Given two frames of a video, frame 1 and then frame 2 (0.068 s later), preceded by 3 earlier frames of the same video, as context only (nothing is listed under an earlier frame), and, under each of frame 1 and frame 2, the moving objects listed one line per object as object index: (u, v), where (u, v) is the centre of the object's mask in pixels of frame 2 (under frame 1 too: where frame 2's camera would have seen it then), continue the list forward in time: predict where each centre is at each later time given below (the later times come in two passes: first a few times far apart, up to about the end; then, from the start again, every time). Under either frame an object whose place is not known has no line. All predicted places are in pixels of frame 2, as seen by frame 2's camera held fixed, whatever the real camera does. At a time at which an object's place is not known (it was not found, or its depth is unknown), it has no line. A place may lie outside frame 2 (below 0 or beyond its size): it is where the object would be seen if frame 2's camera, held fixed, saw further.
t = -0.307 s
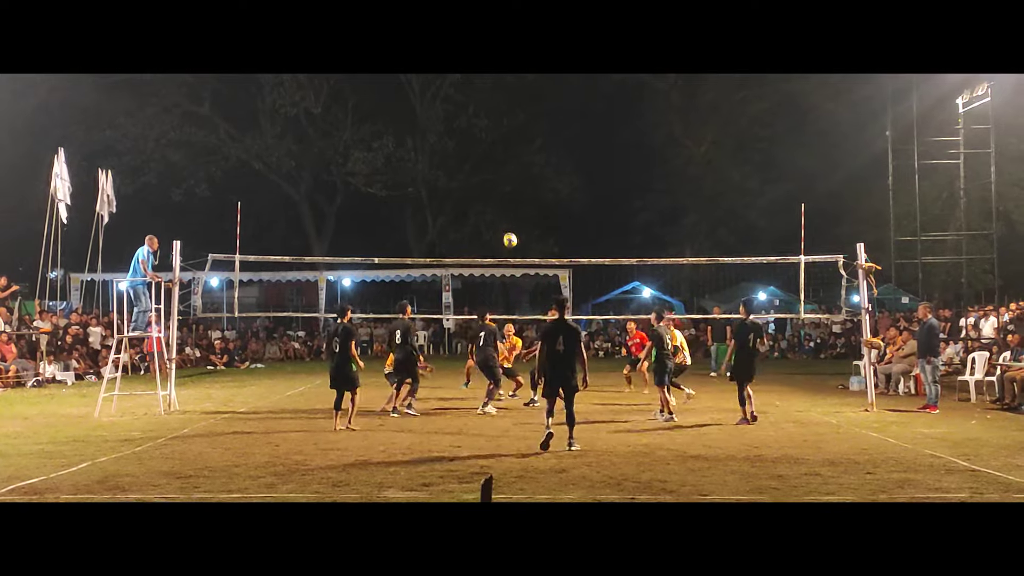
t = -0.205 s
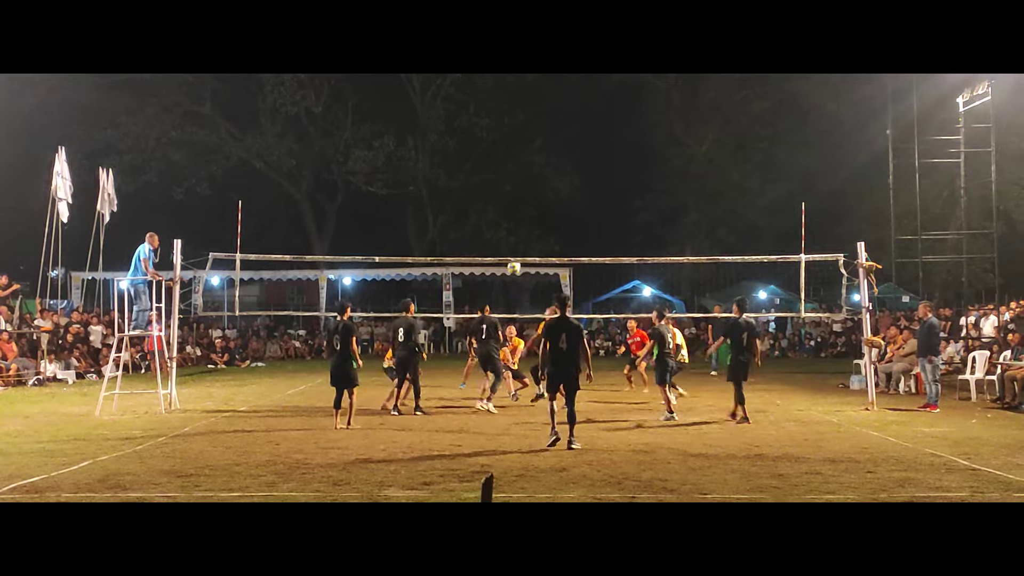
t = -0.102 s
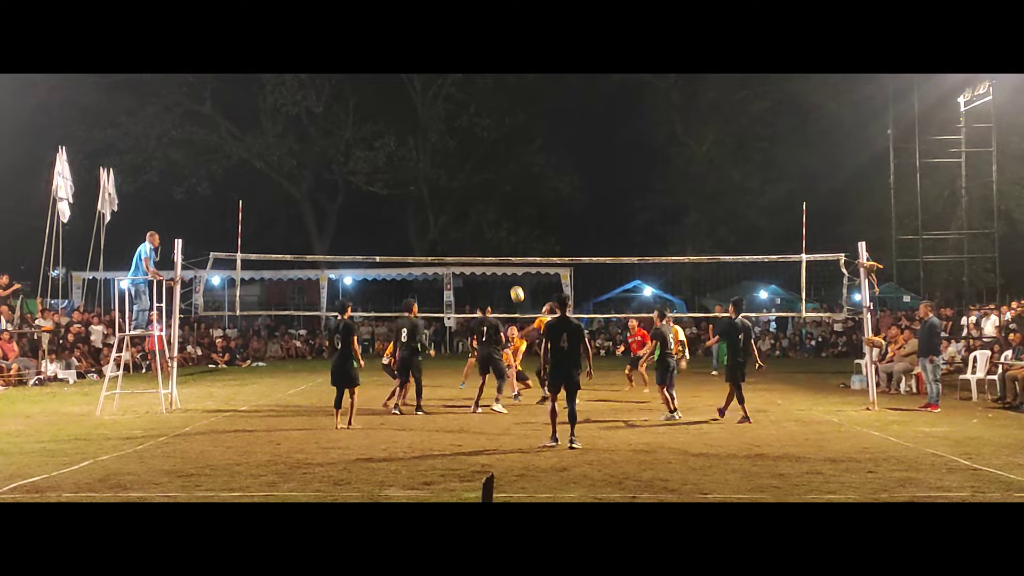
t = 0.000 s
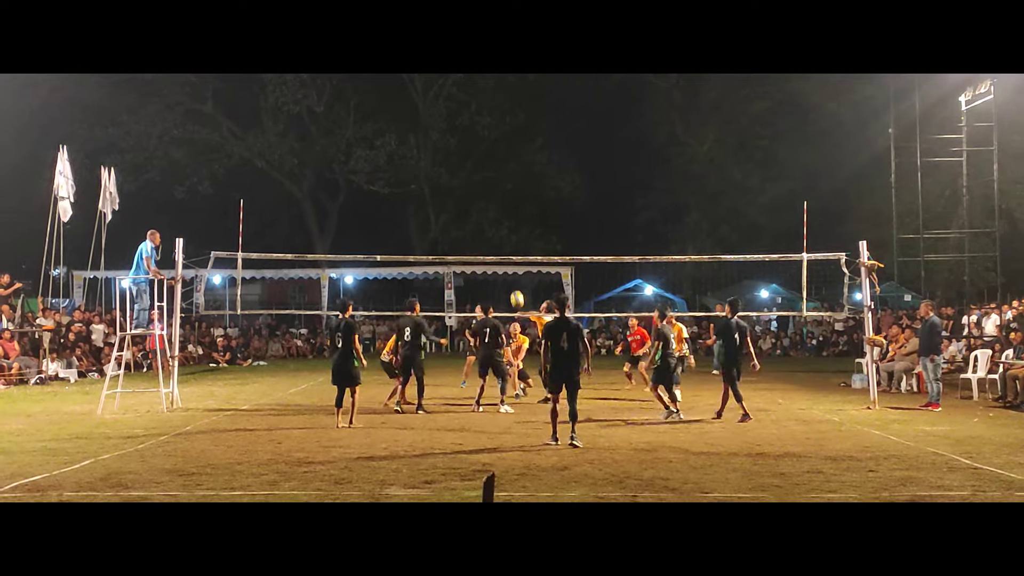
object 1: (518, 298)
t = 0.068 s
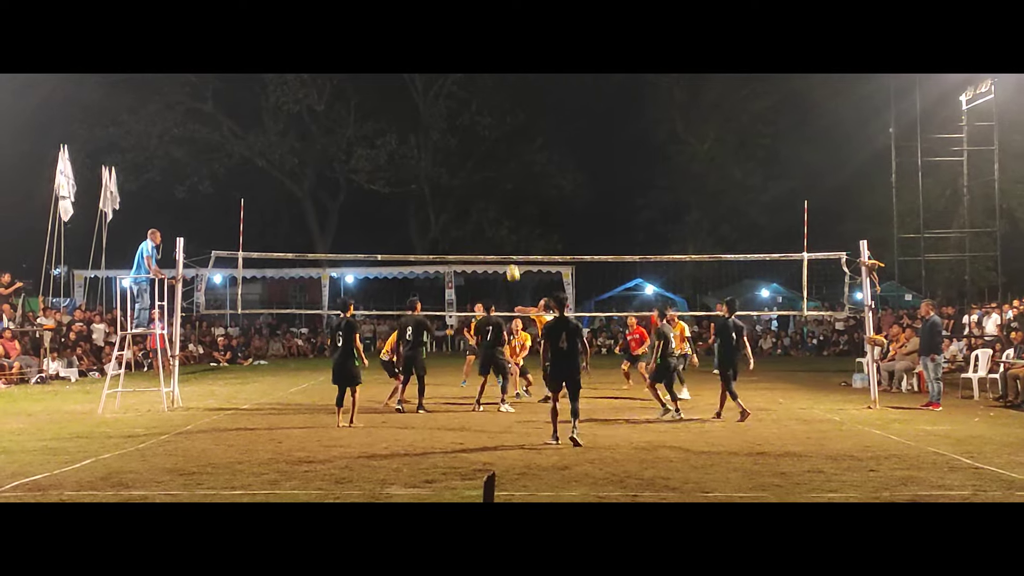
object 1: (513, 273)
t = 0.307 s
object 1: (496, 205)
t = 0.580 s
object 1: (477, 167)
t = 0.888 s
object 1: (458, 173)
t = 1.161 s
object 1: (441, 219)
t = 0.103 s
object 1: (510, 261)
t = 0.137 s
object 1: (507, 249)
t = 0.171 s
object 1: (505, 240)
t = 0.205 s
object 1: (503, 230)
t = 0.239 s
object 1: (500, 221)
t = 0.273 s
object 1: (498, 213)
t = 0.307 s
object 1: (496, 205)
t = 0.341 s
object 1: (494, 198)
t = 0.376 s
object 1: (491, 191)
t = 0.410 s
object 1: (489, 186)
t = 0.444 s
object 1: (487, 181)
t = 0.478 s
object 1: (484, 176)
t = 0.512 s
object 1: (482, 172)
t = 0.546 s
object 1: (480, 169)
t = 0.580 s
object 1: (477, 167)
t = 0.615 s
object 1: (475, 165)
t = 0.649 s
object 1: (473, 164)
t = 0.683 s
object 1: (471, 163)
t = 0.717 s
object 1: (469, 163)
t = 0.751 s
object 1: (467, 164)
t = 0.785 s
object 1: (464, 165)
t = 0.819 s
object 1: (462, 167)
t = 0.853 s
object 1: (460, 170)
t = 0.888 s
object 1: (458, 173)
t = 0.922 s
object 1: (456, 176)
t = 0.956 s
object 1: (453, 181)
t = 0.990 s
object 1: (451, 186)
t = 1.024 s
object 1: (449, 191)
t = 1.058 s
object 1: (447, 197)
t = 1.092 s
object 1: (445, 204)
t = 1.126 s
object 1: (443, 211)
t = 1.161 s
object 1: (441, 219)
